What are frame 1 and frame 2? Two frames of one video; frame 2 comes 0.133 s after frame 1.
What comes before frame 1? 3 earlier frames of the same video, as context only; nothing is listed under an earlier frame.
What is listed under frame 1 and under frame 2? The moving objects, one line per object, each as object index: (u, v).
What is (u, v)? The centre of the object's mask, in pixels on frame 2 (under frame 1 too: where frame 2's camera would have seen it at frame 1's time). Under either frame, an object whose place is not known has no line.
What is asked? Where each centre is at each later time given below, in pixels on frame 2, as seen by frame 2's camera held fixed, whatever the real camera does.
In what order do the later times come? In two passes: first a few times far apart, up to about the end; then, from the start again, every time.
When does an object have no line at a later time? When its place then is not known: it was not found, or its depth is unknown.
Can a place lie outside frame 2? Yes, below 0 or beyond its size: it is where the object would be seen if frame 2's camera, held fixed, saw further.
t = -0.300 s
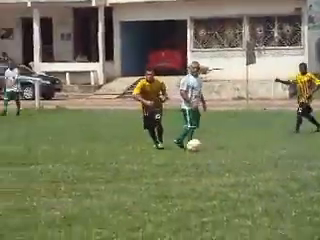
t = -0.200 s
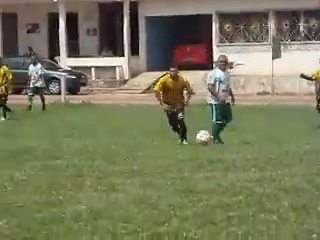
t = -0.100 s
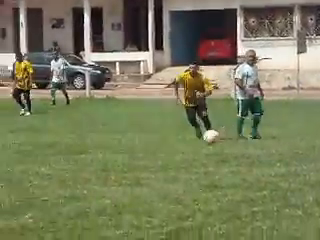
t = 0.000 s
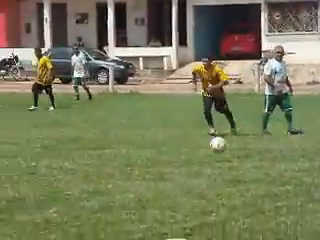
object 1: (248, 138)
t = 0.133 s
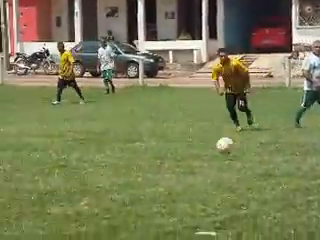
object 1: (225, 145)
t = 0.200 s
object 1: (214, 141)
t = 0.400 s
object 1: (178, 158)
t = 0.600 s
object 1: (140, 170)
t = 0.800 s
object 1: (94, 180)
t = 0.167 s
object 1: (219, 143)
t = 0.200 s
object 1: (214, 141)
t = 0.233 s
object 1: (207, 143)
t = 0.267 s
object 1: (202, 143)
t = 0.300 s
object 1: (196, 145)
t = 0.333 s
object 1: (191, 148)
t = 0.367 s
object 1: (184, 152)
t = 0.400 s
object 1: (178, 158)
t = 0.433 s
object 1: (172, 165)
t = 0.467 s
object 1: (166, 168)
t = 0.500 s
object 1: (159, 168)
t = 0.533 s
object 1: (152, 167)
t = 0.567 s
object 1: (145, 167)
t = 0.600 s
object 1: (140, 170)
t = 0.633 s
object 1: (132, 173)
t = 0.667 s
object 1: (126, 177)
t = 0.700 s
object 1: (118, 181)
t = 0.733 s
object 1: (111, 181)
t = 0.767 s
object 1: (102, 180)
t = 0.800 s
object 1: (94, 180)
